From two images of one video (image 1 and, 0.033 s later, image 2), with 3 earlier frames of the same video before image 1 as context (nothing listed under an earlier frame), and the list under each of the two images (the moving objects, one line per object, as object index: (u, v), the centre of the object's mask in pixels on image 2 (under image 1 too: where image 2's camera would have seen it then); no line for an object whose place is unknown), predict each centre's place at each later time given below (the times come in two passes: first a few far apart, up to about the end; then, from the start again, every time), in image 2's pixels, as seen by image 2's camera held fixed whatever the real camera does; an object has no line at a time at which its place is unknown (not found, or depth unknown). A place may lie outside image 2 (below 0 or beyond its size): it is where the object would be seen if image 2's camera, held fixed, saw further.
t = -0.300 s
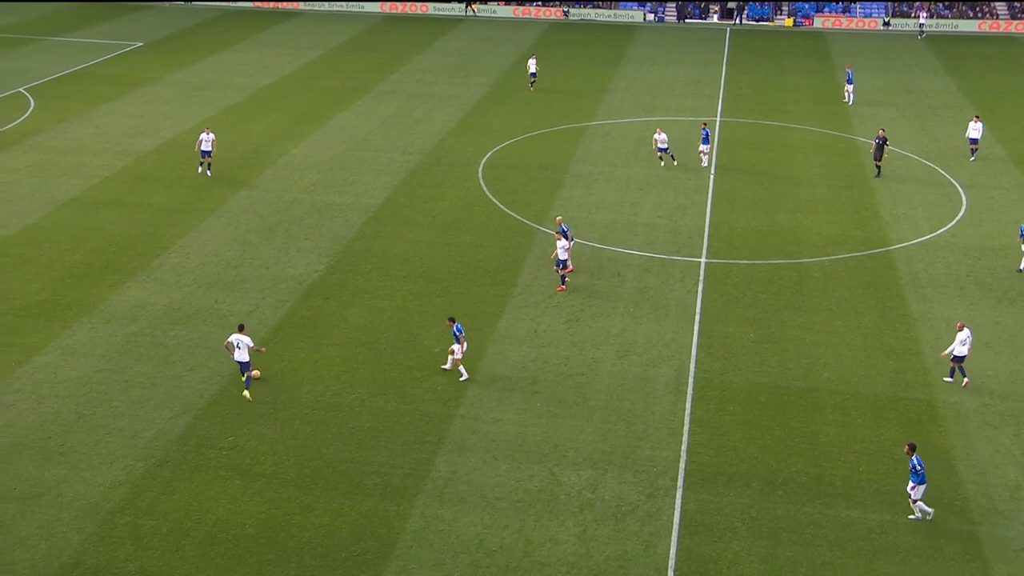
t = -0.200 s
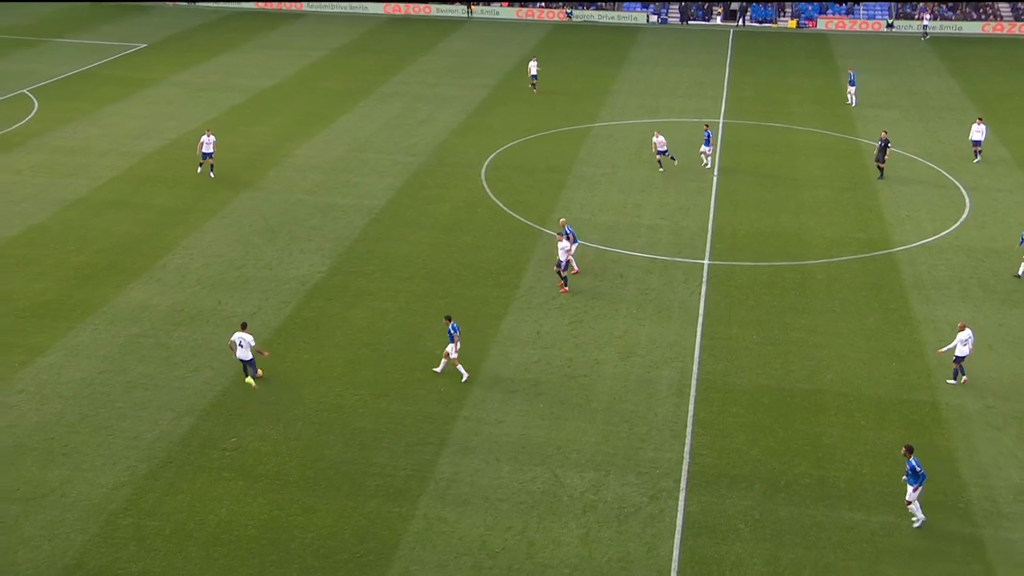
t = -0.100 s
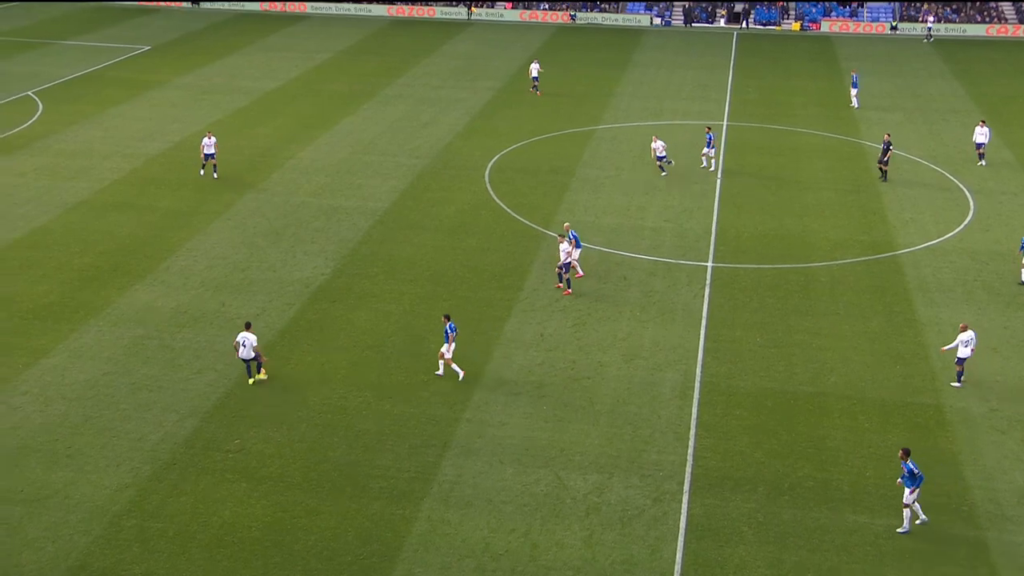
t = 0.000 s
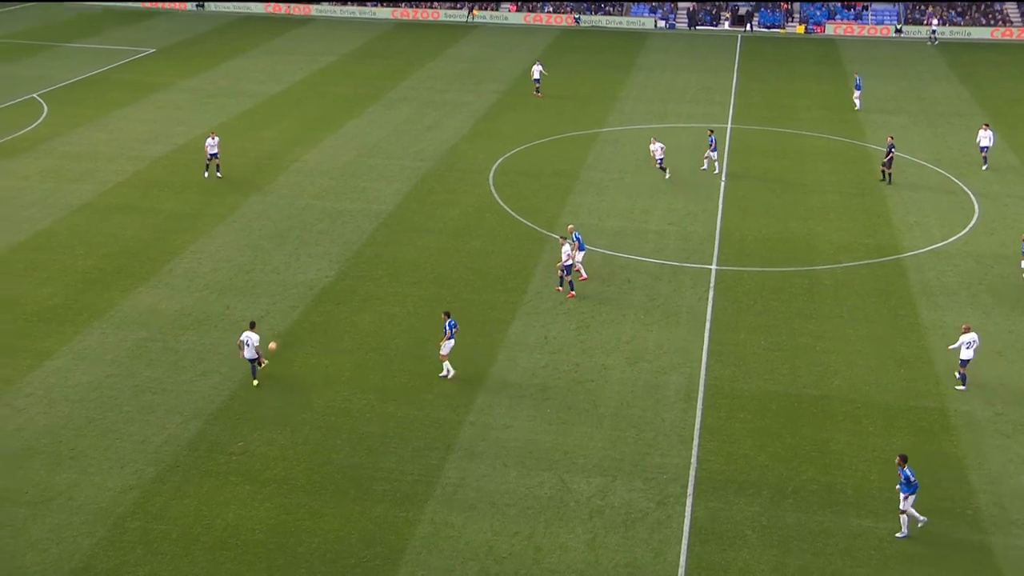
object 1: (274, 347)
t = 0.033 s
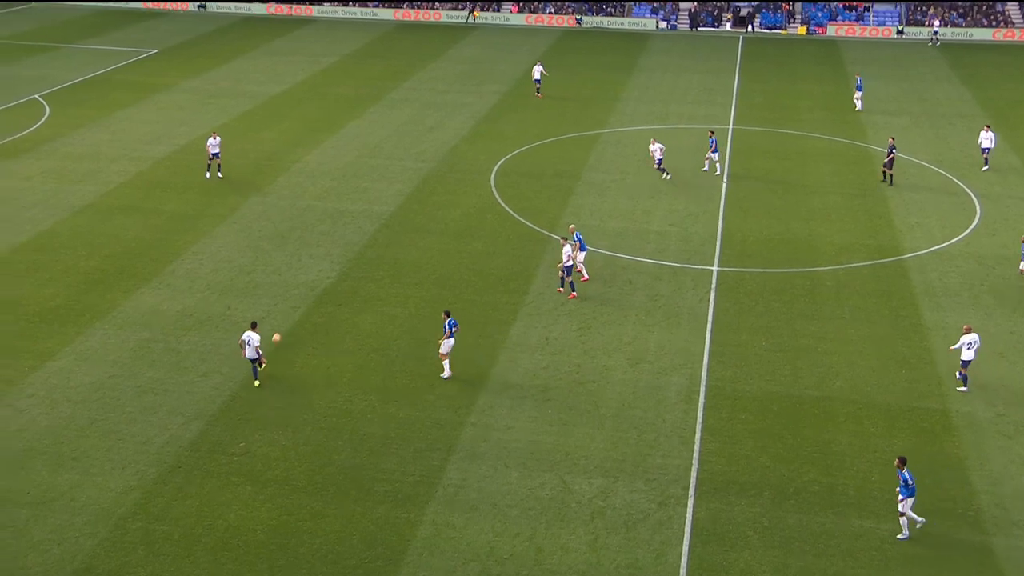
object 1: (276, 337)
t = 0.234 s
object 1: (290, 295)
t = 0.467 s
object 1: (301, 255)
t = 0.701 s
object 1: (309, 225)
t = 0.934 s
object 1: (315, 202)
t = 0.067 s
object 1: (279, 330)
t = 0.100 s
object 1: (281, 322)
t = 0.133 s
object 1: (283, 314)
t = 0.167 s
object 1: (285, 309)
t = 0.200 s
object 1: (287, 302)
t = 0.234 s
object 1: (290, 295)
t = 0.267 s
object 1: (291, 288)
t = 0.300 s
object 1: (293, 281)
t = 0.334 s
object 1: (295, 275)
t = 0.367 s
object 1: (297, 270)
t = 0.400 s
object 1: (298, 266)
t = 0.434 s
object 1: (299, 261)
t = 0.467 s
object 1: (301, 255)
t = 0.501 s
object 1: (302, 250)
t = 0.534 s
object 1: (303, 245)
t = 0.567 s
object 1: (304, 241)
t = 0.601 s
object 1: (306, 238)
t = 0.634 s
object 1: (307, 234)
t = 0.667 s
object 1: (308, 229)
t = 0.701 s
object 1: (309, 225)
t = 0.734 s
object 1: (310, 221)
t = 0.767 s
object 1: (311, 218)
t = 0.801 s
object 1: (312, 216)
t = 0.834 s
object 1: (313, 212)
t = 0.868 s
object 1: (314, 208)
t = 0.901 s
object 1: (314, 205)
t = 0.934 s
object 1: (315, 202)
